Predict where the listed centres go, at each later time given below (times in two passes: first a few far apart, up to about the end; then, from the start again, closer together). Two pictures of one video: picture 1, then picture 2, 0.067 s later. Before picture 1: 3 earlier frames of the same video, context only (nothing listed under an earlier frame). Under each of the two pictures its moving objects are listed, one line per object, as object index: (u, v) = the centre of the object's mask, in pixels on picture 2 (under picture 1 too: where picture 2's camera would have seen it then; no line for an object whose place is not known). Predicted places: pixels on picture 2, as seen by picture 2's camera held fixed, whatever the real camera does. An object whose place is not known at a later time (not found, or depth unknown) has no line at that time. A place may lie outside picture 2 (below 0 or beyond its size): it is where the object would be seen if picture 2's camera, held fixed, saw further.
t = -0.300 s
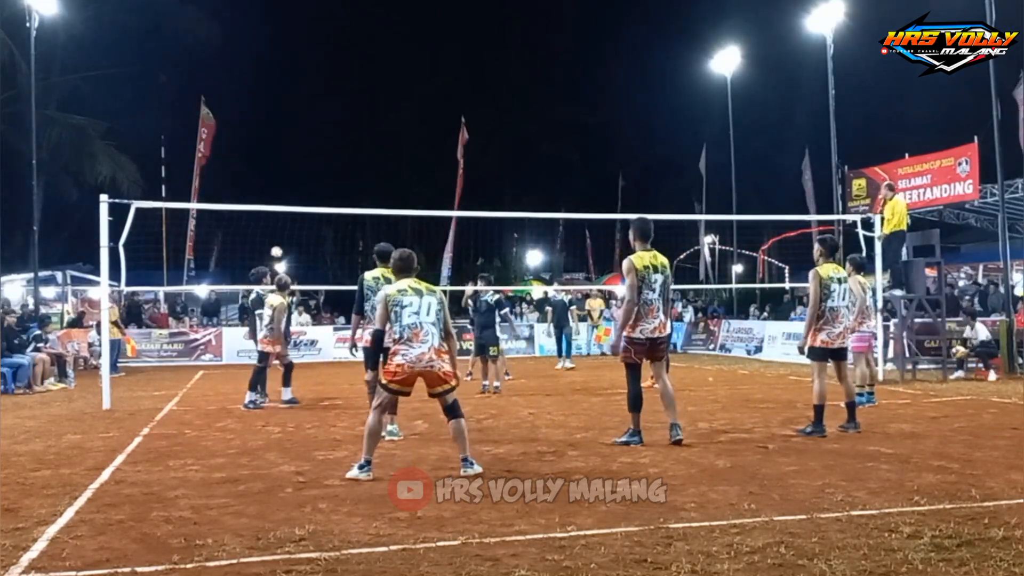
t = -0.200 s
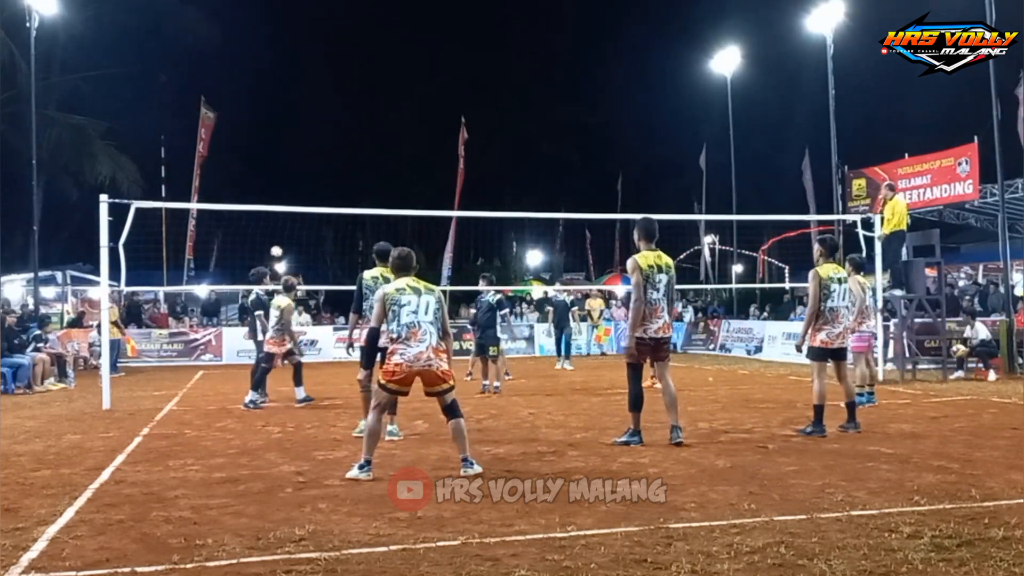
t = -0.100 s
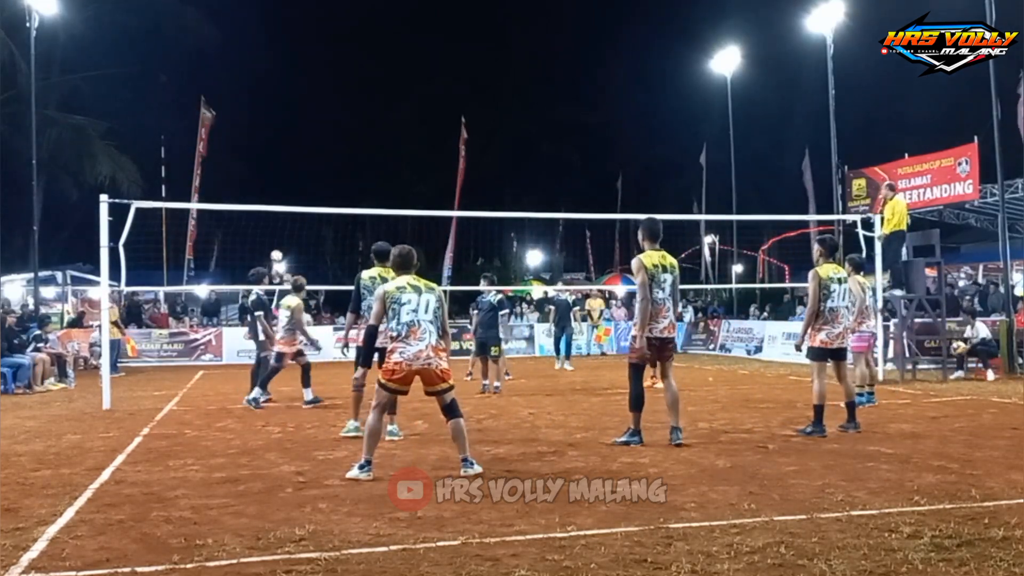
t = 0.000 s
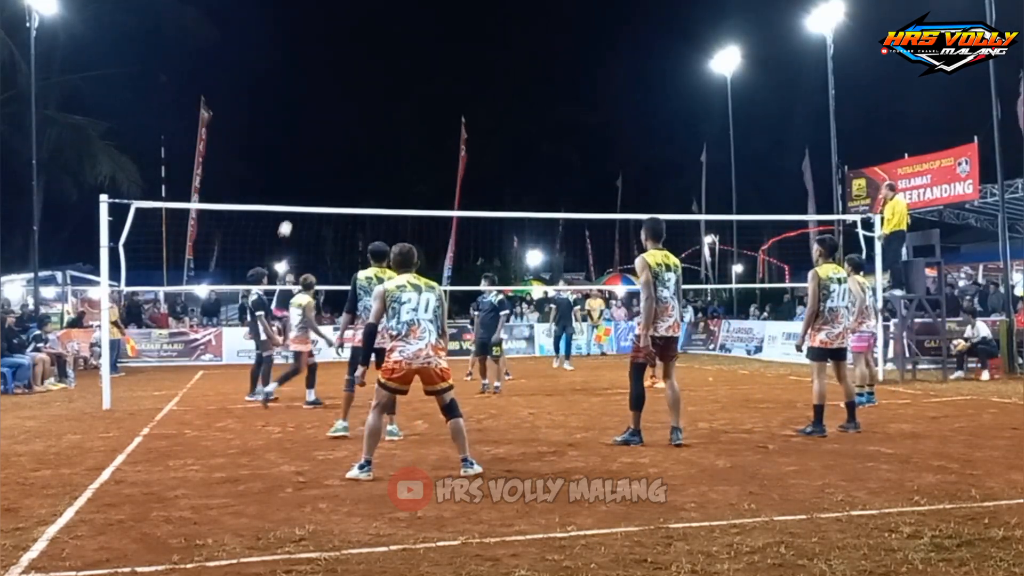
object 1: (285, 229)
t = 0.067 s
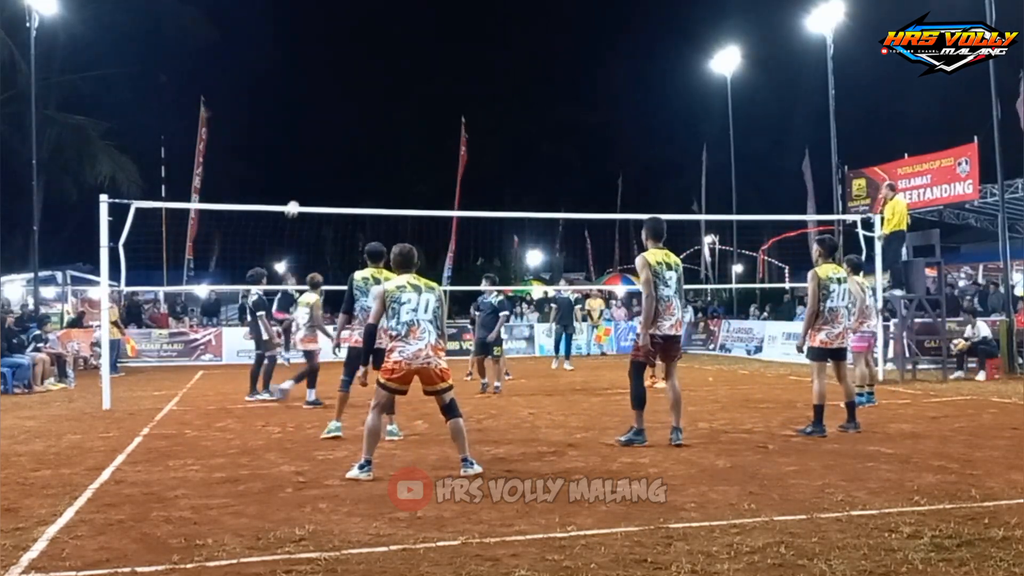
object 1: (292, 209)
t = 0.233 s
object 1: (312, 169)
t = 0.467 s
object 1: (353, 128)
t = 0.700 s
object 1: (413, 116)
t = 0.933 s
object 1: (494, 149)
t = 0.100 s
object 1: (296, 199)
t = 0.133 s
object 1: (299, 192)
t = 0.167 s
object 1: (304, 183)
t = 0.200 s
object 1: (307, 176)
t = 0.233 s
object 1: (312, 169)
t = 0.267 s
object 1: (317, 161)
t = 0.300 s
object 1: (322, 154)
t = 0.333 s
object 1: (327, 149)
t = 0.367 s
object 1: (333, 143)
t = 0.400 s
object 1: (340, 137)
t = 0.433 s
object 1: (346, 133)
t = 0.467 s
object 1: (353, 128)
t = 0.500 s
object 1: (361, 124)
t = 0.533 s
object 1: (368, 121)
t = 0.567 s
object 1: (376, 119)
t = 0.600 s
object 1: (385, 117)
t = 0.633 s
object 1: (394, 116)
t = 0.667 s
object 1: (403, 115)
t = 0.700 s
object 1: (413, 116)
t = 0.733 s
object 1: (423, 117)
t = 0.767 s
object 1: (434, 119)
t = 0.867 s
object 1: (469, 132)
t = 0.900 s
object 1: (482, 140)
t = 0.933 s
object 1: (494, 149)
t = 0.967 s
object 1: (508, 160)
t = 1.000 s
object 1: (522, 173)
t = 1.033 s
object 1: (537, 187)
